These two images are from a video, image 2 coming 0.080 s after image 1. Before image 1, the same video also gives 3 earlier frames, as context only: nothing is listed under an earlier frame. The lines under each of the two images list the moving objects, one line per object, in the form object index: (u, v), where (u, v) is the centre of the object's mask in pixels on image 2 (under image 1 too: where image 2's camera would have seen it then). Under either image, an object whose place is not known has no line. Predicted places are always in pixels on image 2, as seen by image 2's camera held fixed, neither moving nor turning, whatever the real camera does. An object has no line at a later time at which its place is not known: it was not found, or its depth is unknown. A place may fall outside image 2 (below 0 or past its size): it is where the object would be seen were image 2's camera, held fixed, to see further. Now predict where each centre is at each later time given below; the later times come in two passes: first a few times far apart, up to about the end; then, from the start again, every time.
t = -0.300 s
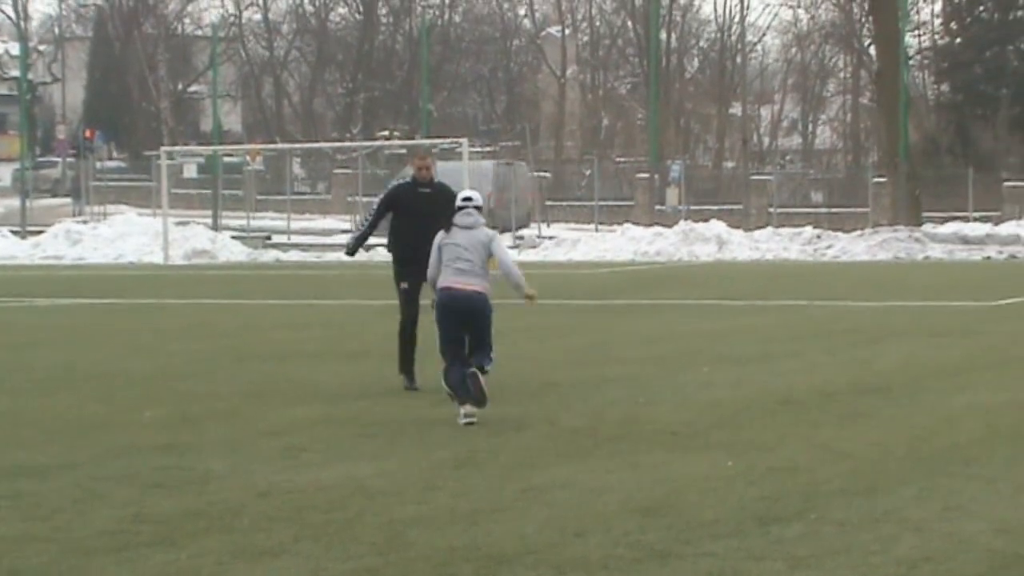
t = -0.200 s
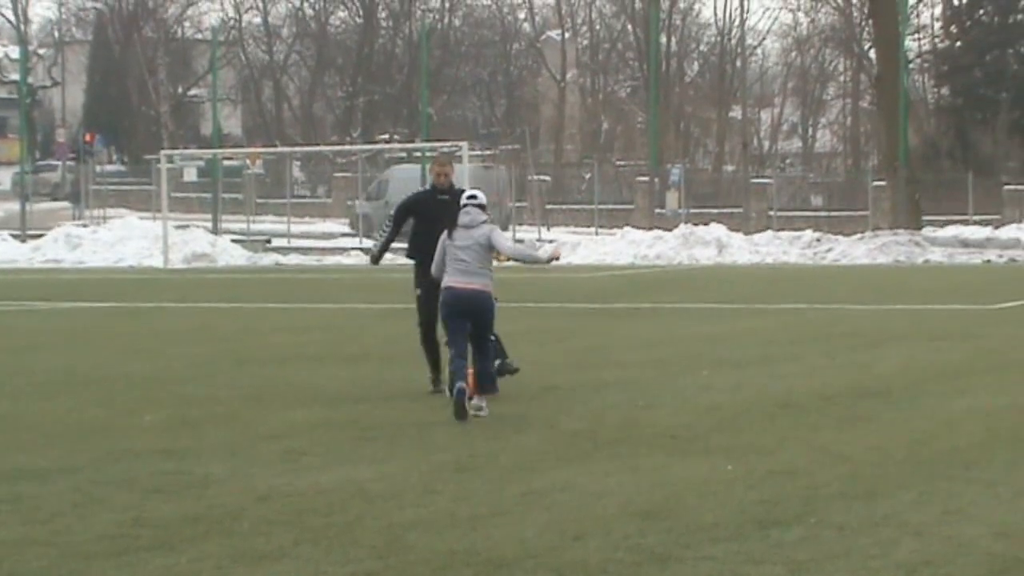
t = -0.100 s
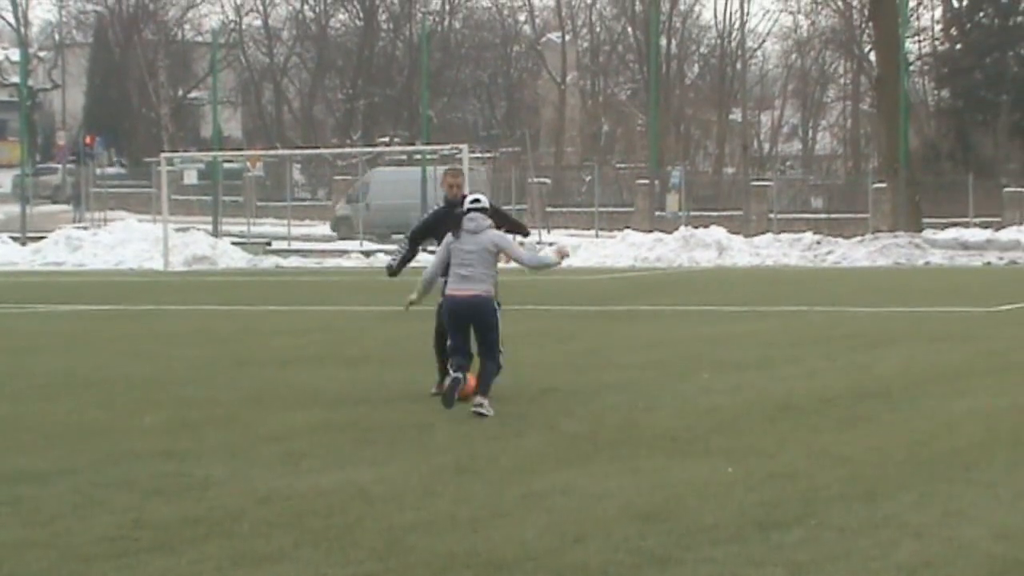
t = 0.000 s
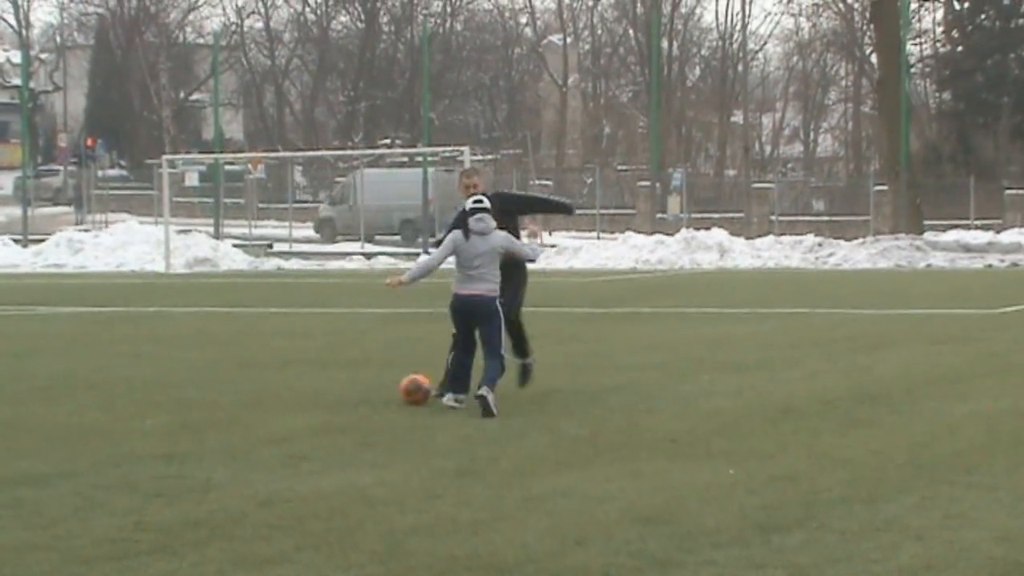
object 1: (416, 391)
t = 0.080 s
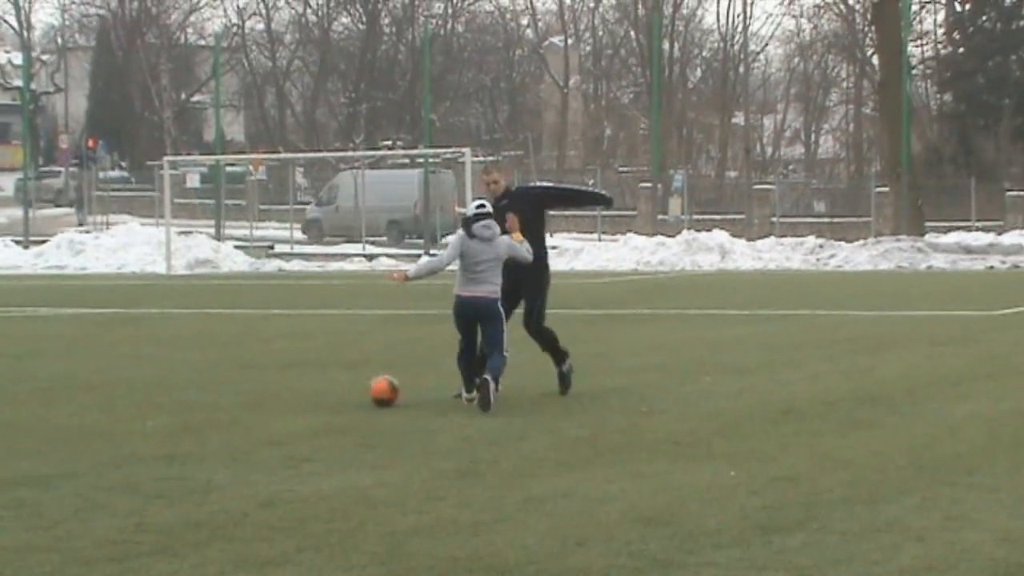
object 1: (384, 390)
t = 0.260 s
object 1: (316, 393)
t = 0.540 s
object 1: (236, 395)
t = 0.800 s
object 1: (172, 396)
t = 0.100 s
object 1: (375, 391)
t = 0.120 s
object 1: (367, 392)
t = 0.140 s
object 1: (360, 391)
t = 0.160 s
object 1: (352, 391)
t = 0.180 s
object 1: (346, 391)
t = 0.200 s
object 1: (338, 391)
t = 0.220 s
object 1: (330, 392)
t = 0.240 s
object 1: (323, 393)
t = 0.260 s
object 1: (316, 393)
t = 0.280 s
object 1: (310, 394)
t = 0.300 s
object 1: (303, 394)
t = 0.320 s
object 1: (296, 393)
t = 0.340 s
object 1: (290, 394)
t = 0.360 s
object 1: (284, 394)
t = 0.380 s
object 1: (279, 394)
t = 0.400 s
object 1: (273, 394)
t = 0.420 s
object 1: (268, 394)
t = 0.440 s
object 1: (262, 395)
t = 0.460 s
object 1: (256, 394)
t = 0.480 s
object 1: (247, 395)
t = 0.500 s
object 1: (246, 395)
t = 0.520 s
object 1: (240, 395)
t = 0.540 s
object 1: (236, 395)
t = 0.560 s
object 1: (230, 395)
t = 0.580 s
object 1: (223, 395)
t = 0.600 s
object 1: (220, 395)
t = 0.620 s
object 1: (215, 395)
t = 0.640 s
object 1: (211, 396)
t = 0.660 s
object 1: (206, 395)
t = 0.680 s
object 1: (200, 395)
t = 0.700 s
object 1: (195, 396)
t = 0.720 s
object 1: (190, 396)
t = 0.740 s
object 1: (185, 396)
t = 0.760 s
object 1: (180, 396)
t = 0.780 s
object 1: (176, 396)
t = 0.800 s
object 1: (172, 396)
